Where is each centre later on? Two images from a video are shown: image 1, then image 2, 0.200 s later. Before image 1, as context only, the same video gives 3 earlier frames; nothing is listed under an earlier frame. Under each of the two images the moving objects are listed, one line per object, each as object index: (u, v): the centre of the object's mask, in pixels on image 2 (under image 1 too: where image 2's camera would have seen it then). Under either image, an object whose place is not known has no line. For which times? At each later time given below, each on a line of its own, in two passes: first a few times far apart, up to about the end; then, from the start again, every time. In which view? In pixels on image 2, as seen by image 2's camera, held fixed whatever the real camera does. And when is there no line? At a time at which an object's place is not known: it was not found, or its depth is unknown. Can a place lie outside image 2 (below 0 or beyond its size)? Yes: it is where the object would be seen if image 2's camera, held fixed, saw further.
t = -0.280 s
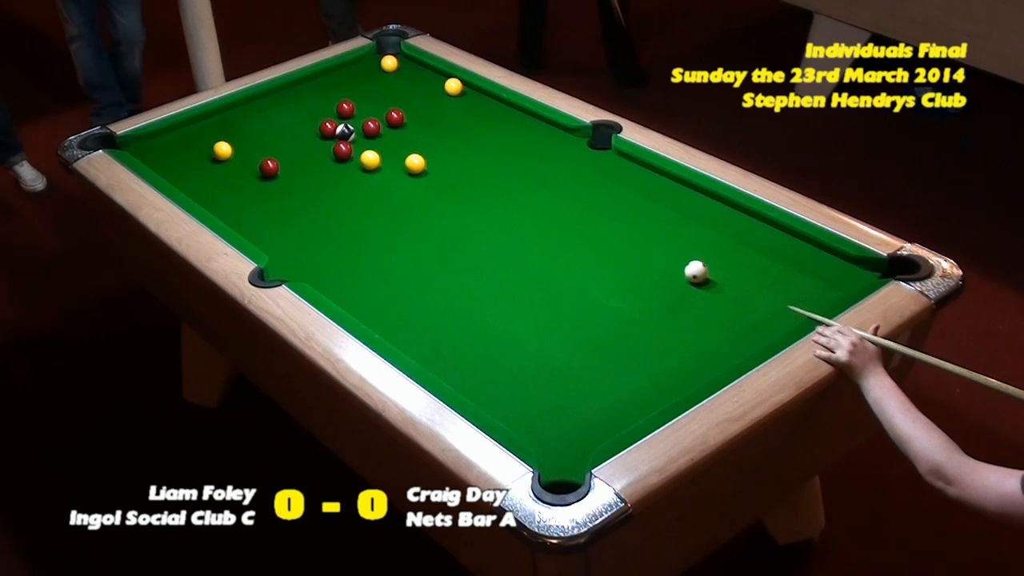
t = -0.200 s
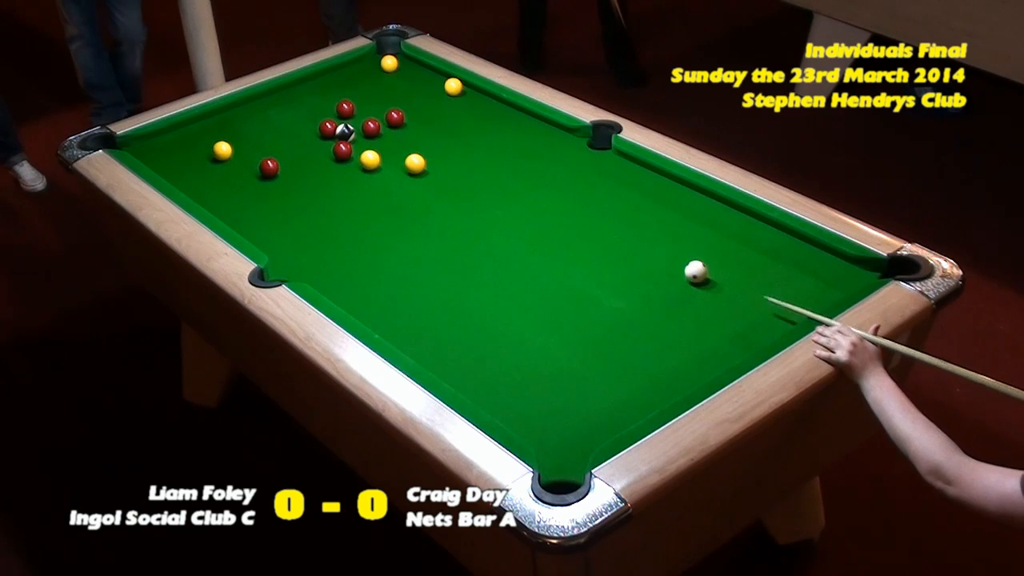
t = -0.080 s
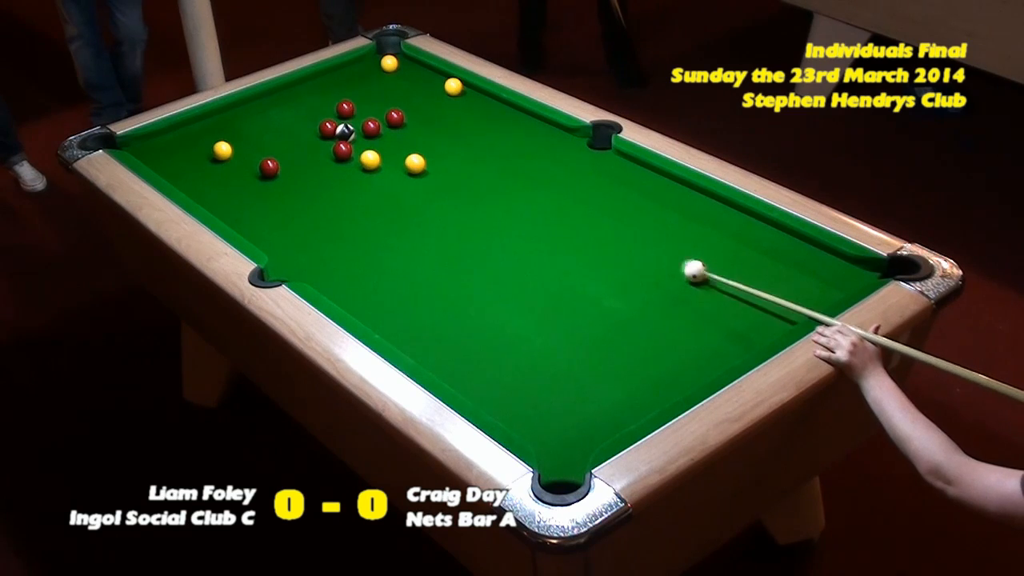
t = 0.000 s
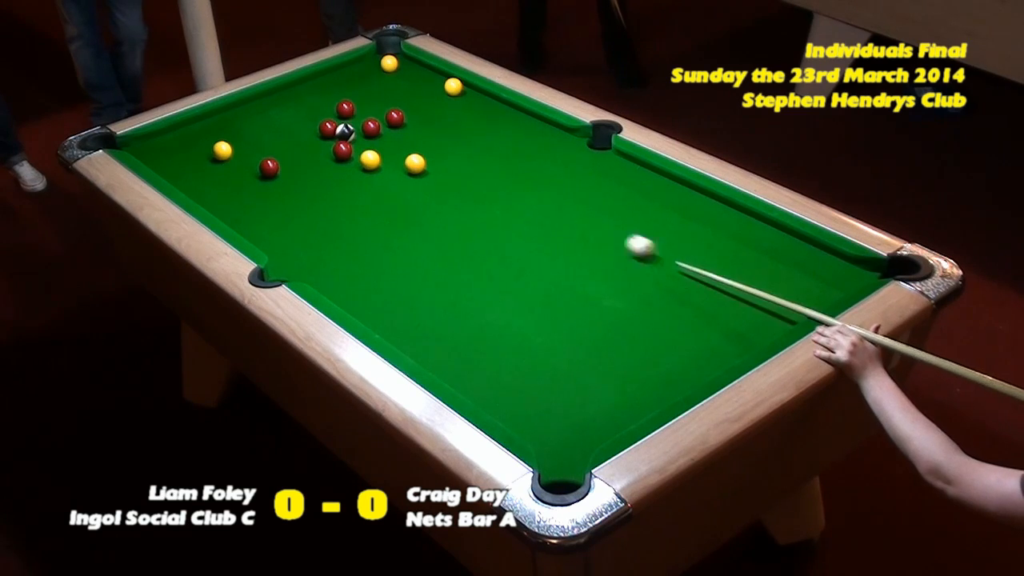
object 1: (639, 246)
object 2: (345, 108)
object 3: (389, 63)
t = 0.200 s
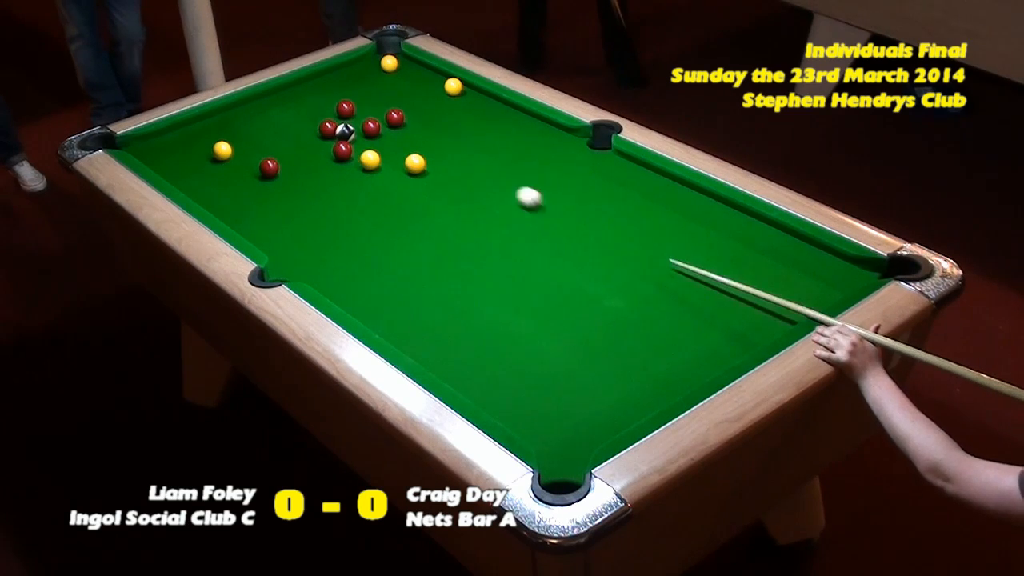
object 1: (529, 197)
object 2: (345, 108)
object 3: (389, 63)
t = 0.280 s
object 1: (490, 180)
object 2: (345, 108)
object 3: (389, 63)
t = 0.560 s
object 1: (385, 133)
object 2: (345, 108)
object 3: (389, 63)
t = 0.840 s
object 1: (377, 123)
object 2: (348, 88)
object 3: (389, 63)
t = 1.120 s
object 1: (365, 113)
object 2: (351, 68)
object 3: (389, 63)
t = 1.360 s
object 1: (357, 106)
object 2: (371, 63)
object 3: (389, 63)
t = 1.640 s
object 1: (348, 98)
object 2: (377, 65)
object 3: (408, 62)
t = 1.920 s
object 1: (341, 92)
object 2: (381, 66)
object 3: (411, 66)
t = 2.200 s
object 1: (336, 86)
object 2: (383, 67)
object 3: (410, 69)
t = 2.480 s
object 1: (332, 81)
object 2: (385, 67)
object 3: (409, 72)
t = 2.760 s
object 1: (329, 78)
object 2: (385, 67)
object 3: (407, 73)
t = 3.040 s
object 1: (327, 75)
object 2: (384, 67)
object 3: (407, 74)
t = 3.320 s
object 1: (326, 73)
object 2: (384, 67)
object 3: (407, 73)
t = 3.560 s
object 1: (326, 72)
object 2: (384, 67)
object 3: (407, 73)
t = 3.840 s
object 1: (326, 72)
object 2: (384, 67)
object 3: (407, 73)
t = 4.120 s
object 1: (326, 72)
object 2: (384, 67)
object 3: (407, 73)
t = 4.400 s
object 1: (326, 72)
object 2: (384, 67)
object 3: (407, 73)
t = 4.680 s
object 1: (326, 72)
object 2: (384, 67)
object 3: (407, 73)
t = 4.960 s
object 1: (326, 73)
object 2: (384, 67)
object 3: (407, 73)
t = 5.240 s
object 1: (326, 72)
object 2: (384, 67)
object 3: (407, 73)
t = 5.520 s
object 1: (326, 73)
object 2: (384, 67)
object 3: (407, 73)
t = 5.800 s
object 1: (326, 73)
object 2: (384, 67)
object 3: (407, 73)
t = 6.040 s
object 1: (326, 73)
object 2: (384, 67)
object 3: (407, 73)
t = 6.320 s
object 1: (326, 73)
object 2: (384, 67)
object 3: (407, 73)
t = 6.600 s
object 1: (326, 73)
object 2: (384, 67)
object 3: (407, 73)
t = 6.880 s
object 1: (326, 73)
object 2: (384, 67)
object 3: (407, 73)
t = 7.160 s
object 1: (326, 72)
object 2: (384, 67)
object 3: (407, 73)
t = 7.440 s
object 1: (326, 73)
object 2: (384, 67)
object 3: (407, 73)
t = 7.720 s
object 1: (326, 73)
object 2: (384, 67)
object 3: (407, 73)
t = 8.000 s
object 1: (326, 72)
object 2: (384, 67)
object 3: (407, 73)
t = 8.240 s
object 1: (326, 73)
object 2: (384, 67)
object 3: (407, 73)
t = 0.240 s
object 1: (509, 188)
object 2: (345, 108)
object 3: (389, 63)
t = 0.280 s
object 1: (490, 180)
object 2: (345, 108)
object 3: (389, 63)
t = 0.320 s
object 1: (471, 171)
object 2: (345, 108)
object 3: (389, 63)
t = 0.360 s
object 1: (453, 163)
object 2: (345, 108)
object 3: (389, 63)
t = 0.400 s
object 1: (436, 156)
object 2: (345, 108)
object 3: (389, 63)
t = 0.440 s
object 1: (418, 147)
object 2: (345, 108)
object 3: (389, 63)
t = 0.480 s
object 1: (402, 140)
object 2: (345, 108)
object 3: (389, 63)
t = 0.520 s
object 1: (386, 134)
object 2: (345, 108)
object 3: (389, 63)
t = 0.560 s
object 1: (385, 133)
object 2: (345, 108)
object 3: (389, 63)
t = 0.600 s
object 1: (386, 132)
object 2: (345, 106)
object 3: (389, 63)
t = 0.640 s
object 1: (385, 131)
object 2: (346, 105)
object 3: (389, 63)
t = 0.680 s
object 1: (384, 129)
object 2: (346, 101)
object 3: (389, 63)
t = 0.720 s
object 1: (382, 128)
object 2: (347, 98)
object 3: (389, 63)
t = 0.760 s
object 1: (380, 126)
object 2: (348, 95)
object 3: (389, 63)
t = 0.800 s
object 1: (378, 125)
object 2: (348, 91)
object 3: (389, 63)
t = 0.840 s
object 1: (377, 123)
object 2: (348, 88)
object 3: (389, 63)
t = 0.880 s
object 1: (375, 122)
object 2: (349, 86)
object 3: (389, 63)
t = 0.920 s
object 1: (373, 120)
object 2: (349, 82)
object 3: (389, 63)
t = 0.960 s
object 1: (372, 119)
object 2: (350, 79)
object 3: (389, 63)
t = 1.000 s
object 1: (370, 117)
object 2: (350, 76)
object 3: (389, 63)
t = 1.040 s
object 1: (368, 116)
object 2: (351, 73)
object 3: (389, 63)
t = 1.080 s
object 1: (367, 115)
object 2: (351, 71)
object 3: (389, 63)
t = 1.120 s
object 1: (365, 113)
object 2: (351, 68)
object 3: (389, 63)
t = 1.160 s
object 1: (364, 112)
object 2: (352, 65)
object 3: (389, 63)
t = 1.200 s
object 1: (362, 110)
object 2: (353, 63)
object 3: (389, 63)
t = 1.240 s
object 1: (361, 109)
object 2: (357, 63)
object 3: (389, 63)
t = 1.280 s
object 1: (360, 108)
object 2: (362, 63)
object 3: (389, 63)
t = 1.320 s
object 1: (358, 107)
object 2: (366, 63)
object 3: (389, 63)
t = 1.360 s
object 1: (357, 106)
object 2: (371, 63)
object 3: (389, 63)
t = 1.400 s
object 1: (355, 105)
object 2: (373, 63)
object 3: (391, 63)
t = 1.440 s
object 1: (354, 104)
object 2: (374, 64)
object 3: (394, 63)
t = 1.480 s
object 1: (353, 102)
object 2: (374, 64)
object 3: (397, 63)
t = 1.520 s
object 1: (352, 101)
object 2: (375, 64)
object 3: (400, 62)
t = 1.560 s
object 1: (350, 100)
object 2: (375, 64)
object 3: (403, 62)
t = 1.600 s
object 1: (349, 99)
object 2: (376, 65)
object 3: (405, 62)
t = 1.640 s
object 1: (348, 98)
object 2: (377, 65)
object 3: (408, 62)
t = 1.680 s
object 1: (347, 97)
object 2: (377, 65)
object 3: (410, 62)
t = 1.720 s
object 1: (346, 96)
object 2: (378, 65)
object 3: (413, 62)
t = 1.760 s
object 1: (345, 95)
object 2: (379, 66)
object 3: (412, 63)
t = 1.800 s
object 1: (344, 94)
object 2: (379, 66)
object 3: (412, 64)
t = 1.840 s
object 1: (343, 93)
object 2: (380, 66)
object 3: (412, 65)
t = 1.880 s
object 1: (342, 93)
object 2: (380, 66)
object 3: (412, 65)
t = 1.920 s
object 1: (341, 92)
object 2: (381, 66)
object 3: (411, 66)
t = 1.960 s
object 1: (341, 91)
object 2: (381, 66)
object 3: (411, 66)
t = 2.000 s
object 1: (340, 90)
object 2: (382, 67)
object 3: (411, 67)
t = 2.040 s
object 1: (339, 89)
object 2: (382, 67)
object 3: (411, 68)
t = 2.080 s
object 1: (338, 88)
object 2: (383, 67)
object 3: (411, 68)
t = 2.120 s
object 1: (338, 88)
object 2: (383, 67)
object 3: (410, 69)
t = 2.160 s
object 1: (337, 87)
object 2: (383, 67)
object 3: (410, 69)
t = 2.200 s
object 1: (336, 86)
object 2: (383, 67)
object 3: (410, 69)
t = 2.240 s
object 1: (336, 85)
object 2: (384, 67)
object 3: (410, 70)
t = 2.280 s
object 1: (335, 84)
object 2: (384, 67)
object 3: (410, 70)
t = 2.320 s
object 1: (334, 84)
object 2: (384, 67)
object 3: (410, 70)
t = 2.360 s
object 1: (334, 83)
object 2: (384, 67)
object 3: (409, 71)
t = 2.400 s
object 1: (333, 83)
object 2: (385, 67)
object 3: (409, 71)
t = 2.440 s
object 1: (332, 82)
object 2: (385, 67)
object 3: (409, 72)
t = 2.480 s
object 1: (332, 81)
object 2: (385, 67)
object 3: (409, 72)
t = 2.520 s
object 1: (331, 81)
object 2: (385, 67)
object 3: (408, 72)
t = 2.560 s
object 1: (331, 80)
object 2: (385, 67)
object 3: (408, 72)
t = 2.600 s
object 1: (331, 80)
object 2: (385, 67)
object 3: (408, 73)
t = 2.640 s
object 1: (330, 79)
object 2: (385, 67)
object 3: (408, 73)
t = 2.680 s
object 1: (330, 79)
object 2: (385, 67)
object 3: (407, 73)
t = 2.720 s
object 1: (330, 78)
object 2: (385, 67)
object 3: (407, 73)
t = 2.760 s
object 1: (329, 78)
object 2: (385, 67)
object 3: (407, 73)
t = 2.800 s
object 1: (329, 77)
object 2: (385, 67)
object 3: (407, 73)
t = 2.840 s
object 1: (329, 77)
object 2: (385, 67)
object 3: (407, 74)
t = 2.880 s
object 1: (328, 76)
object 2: (385, 67)
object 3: (407, 74)
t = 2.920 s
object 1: (328, 76)
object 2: (384, 67)
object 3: (407, 74)
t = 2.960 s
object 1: (328, 76)
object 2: (384, 67)
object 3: (407, 74)
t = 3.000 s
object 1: (328, 75)
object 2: (384, 67)
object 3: (407, 74)
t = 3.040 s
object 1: (327, 75)
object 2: (384, 67)
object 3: (407, 74)
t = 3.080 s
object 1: (327, 75)
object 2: (384, 67)
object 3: (407, 73)
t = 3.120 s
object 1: (327, 74)
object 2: (384, 67)
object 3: (407, 73)
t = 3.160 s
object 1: (327, 74)
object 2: (384, 67)
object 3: (407, 73)
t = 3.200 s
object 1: (327, 74)
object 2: (384, 67)
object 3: (407, 74)
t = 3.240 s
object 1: (326, 73)
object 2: (384, 67)
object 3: (407, 73)
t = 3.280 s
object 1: (326, 73)
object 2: (384, 67)
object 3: (407, 73)
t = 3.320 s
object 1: (326, 73)
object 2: (384, 67)
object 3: (407, 73)
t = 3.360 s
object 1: (326, 73)
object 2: (384, 67)
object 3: (407, 73)
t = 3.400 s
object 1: (326, 72)
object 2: (384, 67)
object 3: (407, 73)
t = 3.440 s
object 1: (326, 72)
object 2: (384, 67)
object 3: (407, 73)
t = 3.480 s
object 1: (326, 72)
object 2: (384, 67)
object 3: (407, 73)
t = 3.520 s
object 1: (326, 72)
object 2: (384, 67)
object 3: (407, 73)
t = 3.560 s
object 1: (326, 72)
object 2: (384, 67)
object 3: (407, 73)
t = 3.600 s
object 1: (326, 72)
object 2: (384, 67)
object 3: (407, 73)
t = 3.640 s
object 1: (326, 72)
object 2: (384, 67)
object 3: (407, 73)
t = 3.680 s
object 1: (326, 72)
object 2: (384, 67)
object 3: (407, 73)
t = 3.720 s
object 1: (326, 73)
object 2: (384, 67)
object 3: (407, 73)
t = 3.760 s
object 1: (326, 72)
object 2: (384, 67)
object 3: (407, 73)
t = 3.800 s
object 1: (326, 72)
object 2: (384, 67)
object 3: (407, 73)
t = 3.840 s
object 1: (326, 72)
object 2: (384, 67)
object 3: (407, 73)
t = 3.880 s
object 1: (326, 72)
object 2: (384, 67)
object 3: (407, 73)
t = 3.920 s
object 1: (326, 72)
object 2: (384, 67)
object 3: (407, 73)
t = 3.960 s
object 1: (326, 72)
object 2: (384, 67)
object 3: (407, 73)
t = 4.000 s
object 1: (326, 72)
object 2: (384, 67)
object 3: (407, 73)
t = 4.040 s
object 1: (326, 72)
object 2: (384, 67)
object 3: (407, 73)
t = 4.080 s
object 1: (326, 72)
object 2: (384, 67)
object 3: (407, 73)
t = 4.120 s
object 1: (326, 72)
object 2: (384, 67)
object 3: (407, 73)
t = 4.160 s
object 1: (326, 72)
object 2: (384, 67)
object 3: (407, 73)
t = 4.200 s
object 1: (326, 72)
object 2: (384, 67)
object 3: (407, 73)
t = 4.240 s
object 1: (326, 72)
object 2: (384, 67)
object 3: (407, 73)
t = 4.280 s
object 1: (326, 72)
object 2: (384, 67)
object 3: (407, 73)
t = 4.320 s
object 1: (326, 72)
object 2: (384, 67)
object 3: (407, 73)
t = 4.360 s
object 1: (326, 72)
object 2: (384, 67)
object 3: (407, 73)
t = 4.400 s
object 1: (326, 72)
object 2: (384, 67)
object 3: (407, 73)
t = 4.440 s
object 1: (326, 73)
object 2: (384, 67)
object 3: (407, 73)
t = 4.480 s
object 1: (326, 73)
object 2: (384, 67)
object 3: (407, 73)
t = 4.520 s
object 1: (326, 73)
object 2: (384, 67)
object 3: (407, 73)
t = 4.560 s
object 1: (326, 73)
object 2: (384, 67)
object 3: (407, 73)
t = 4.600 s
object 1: (326, 73)
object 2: (384, 67)
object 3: (407, 73)
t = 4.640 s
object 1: (326, 72)
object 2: (384, 67)
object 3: (407, 73)
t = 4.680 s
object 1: (326, 72)
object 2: (384, 67)
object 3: (407, 73)
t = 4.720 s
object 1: (326, 72)
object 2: (384, 67)
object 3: (407, 73)
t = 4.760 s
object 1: (326, 72)
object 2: (384, 67)
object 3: (407, 73)
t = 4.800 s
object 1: (326, 73)
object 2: (384, 67)
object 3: (407, 73)
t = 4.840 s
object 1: (326, 73)
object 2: (384, 67)
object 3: (407, 73)
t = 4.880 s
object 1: (326, 73)
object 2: (384, 67)
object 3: (407, 73)
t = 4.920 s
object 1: (326, 73)
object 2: (384, 67)
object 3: (407, 73)
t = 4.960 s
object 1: (326, 73)
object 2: (384, 67)
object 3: (407, 73)
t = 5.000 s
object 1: (326, 73)
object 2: (384, 67)
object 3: (407, 73)
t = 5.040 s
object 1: (326, 72)
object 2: (384, 67)
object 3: (407, 73)
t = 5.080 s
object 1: (326, 72)
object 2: (384, 67)
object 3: (407, 73)
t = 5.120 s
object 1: (326, 72)
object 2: (384, 67)
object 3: (407, 73)
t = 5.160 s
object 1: (326, 72)
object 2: (384, 67)
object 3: (407, 73)
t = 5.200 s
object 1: (326, 72)
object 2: (384, 67)
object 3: (407, 73)
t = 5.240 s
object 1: (326, 72)
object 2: (384, 67)
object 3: (407, 73)
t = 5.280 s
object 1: (326, 72)
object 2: (384, 67)
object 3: (407, 73)
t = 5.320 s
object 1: (326, 72)
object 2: (384, 67)
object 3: (407, 73)
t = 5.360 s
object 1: (326, 73)
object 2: (384, 67)
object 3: (407, 73)
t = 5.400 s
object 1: (326, 73)
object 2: (384, 67)
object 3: (407, 73)
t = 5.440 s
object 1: (326, 73)
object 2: (384, 67)
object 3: (407, 73)
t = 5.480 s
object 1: (326, 73)
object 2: (384, 67)
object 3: (407, 73)
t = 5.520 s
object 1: (326, 73)
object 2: (384, 67)
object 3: (407, 73)
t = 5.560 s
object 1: (326, 73)
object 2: (384, 67)
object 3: (407, 73)
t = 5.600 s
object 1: (326, 72)
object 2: (384, 67)
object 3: (407, 73)
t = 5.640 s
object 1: (326, 72)
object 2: (384, 67)
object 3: (407, 73)
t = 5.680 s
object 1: (326, 73)
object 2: (384, 67)
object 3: (407, 73)
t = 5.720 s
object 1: (326, 73)
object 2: (384, 67)
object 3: (407, 73)
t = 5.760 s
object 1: (326, 73)
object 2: (384, 67)
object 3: (407, 73)
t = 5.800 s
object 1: (326, 73)
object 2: (384, 67)
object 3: (407, 73)
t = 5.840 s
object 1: (326, 73)
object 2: (384, 67)
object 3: (407, 73)
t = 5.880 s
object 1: (326, 73)
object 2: (384, 67)
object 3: (407, 73)
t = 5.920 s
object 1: (326, 73)
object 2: (384, 67)
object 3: (407, 73)
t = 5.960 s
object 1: (326, 73)
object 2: (384, 67)
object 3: (407, 73)
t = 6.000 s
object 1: (326, 73)
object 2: (384, 67)
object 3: (407, 73)
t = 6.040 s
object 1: (326, 73)
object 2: (384, 67)
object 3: (407, 73)
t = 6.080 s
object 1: (326, 73)
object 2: (384, 67)
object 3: (407, 73)
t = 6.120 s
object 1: (326, 73)
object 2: (384, 67)
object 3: (407, 73)
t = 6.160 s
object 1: (326, 73)
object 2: (384, 67)
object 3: (407, 73)
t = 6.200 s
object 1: (326, 73)
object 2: (384, 67)
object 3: (407, 73)
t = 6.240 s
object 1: (326, 72)
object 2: (384, 67)
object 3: (407, 73)
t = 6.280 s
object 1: (326, 73)
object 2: (384, 67)
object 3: (407, 73)
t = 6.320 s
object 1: (326, 73)
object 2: (384, 67)
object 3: (407, 73)
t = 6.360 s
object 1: (326, 73)
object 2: (384, 67)
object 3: (407, 73)
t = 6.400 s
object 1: (326, 73)
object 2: (384, 67)
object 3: (407, 73)
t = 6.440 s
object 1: (326, 73)
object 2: (384, 67)
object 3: (407, 73)
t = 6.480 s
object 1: (326, 73)
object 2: (384, 67)
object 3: (407, 73)
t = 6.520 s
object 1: (326, 73)
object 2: (384, 67)
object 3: (407, 73)
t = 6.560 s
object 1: (326, 73)
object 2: (384, 67)
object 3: (407, 73)
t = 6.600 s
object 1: (326, 73)
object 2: (384, 67)
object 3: (407, 73)
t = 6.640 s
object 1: (326, 73)
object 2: (384, 67)
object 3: (407, 73)
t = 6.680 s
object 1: (326, 73)
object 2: (384, 67)
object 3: (407, 73)
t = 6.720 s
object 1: (326, 73)
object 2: (384, 67)
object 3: (407, 73)
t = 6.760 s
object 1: (326, 73)
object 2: (384, 67)
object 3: (407, 73)
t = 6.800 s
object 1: (326, 73)
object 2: (384, 67)
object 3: (407, 73)
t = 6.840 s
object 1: (326, 73)
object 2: (384, 67)
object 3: (407, 73)
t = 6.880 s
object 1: (326, 73)
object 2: (384, 67)
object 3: (407, 73)
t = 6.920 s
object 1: (326, 73)
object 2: (384, 67)
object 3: (407, 73)
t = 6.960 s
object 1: (326, 73)
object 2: (384, 67)
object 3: (407, 73)
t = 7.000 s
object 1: (326, 73)
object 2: (384, 67)
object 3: (407, 73)
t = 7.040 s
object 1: (326, 73)
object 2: (384, 67)
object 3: (407, 73)
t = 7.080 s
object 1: (326, 73)
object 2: (384, 67)
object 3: (407, 73)
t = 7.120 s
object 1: (326, 73)
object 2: (384, 67)
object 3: (407, 73)
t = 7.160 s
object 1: (326, 72)
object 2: (384, 67)
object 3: (407, 73)
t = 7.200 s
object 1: (326, 72)
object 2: (384, 67)
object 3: (407, 73)
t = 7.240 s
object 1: (326, 73)
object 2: (384, 67)
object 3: (407, 73)
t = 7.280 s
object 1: (326, 73)
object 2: (384, 67)
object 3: (407, 73)
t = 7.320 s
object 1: (326, 73)
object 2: (384, 67)
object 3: (407, 73)
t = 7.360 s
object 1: (326, 73)
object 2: (384, 67)
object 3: (407, 73)
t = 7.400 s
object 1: (326, 73)
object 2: (384, 67)
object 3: (407, 73)
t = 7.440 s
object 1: (326, 73)
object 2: (384, 67)
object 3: (407, 73)
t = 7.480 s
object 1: (326, 73)
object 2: (384, 67)
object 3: (407, 73)
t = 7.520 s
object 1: (326, 73)
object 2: (384, 67)
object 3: (407, 73)
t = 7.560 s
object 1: (326, 72)
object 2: (384, 67)
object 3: (407, 73)
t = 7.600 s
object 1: (326, 72)
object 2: (384, 67)
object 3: (407, 73)
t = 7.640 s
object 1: (326, 72)
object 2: (384, 67)
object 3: (407, 73)
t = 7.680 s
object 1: (326, 72)
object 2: (384, 67)
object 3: (407, 73)
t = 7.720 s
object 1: (326, 73)
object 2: (384, 67)
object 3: (407, 73)
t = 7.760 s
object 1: (326, 73)
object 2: (384, 67)
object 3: (407, 73)
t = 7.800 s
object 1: (326, 72)
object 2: (384, 67)
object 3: (407, 73)
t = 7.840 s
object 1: (326, 72)
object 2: (384, 67)
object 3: (407, 73)
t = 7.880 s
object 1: (326, 72)
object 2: (384, 67)
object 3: (407, 73)
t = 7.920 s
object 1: (326, 72)
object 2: (384, 67)
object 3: (407, 73)
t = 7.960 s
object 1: (326, 72)
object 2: (384, 67)
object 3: (407, 73)
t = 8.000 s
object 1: (326, 72)
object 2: (384, 67)
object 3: (407, 73)
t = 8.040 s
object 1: (326, 72)
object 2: (384, 67)
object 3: (407, 73)
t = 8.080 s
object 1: (326, 73)
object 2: (384, 67)
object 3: (407, 73)
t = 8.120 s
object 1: (326, 73)
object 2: (384, 67)
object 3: (407, 73)
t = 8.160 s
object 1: (326, 73)
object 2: (384, 67)
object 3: (407, 73)
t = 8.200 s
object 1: (326, 73)
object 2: (384, 67)
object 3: (407, 73)
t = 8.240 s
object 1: (326, 73)
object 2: (384, 67)
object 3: (407, 73)
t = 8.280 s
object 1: (326, 73)
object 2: (384, 67)
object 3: (407, 73)
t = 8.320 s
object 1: (326, 73)
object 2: (384, 67)
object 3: (407, 73)
